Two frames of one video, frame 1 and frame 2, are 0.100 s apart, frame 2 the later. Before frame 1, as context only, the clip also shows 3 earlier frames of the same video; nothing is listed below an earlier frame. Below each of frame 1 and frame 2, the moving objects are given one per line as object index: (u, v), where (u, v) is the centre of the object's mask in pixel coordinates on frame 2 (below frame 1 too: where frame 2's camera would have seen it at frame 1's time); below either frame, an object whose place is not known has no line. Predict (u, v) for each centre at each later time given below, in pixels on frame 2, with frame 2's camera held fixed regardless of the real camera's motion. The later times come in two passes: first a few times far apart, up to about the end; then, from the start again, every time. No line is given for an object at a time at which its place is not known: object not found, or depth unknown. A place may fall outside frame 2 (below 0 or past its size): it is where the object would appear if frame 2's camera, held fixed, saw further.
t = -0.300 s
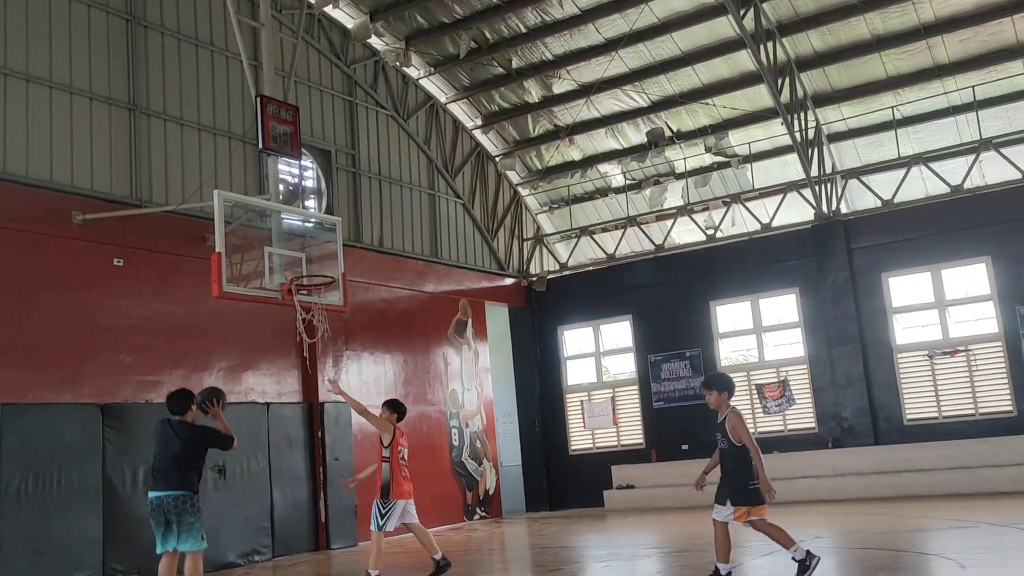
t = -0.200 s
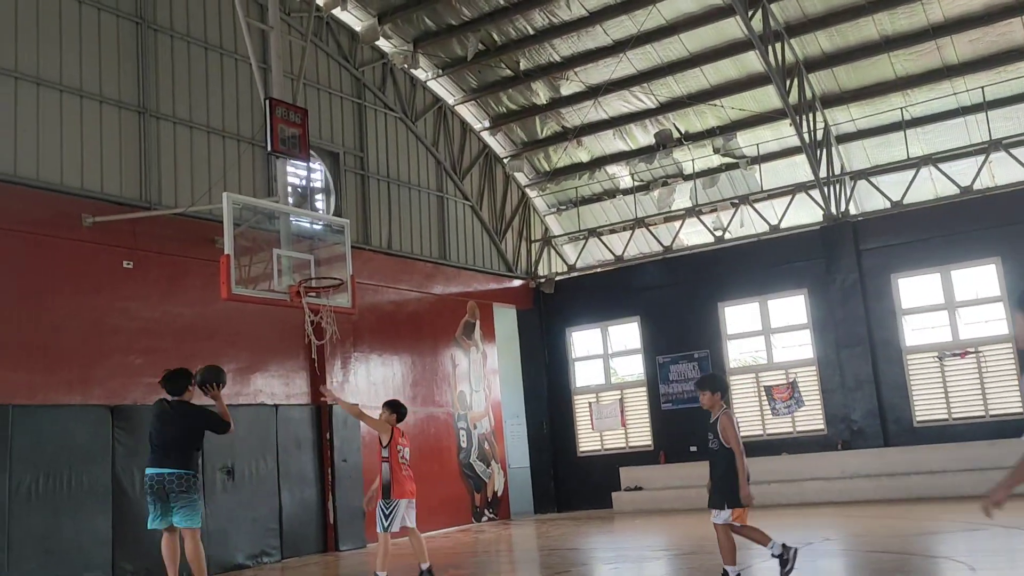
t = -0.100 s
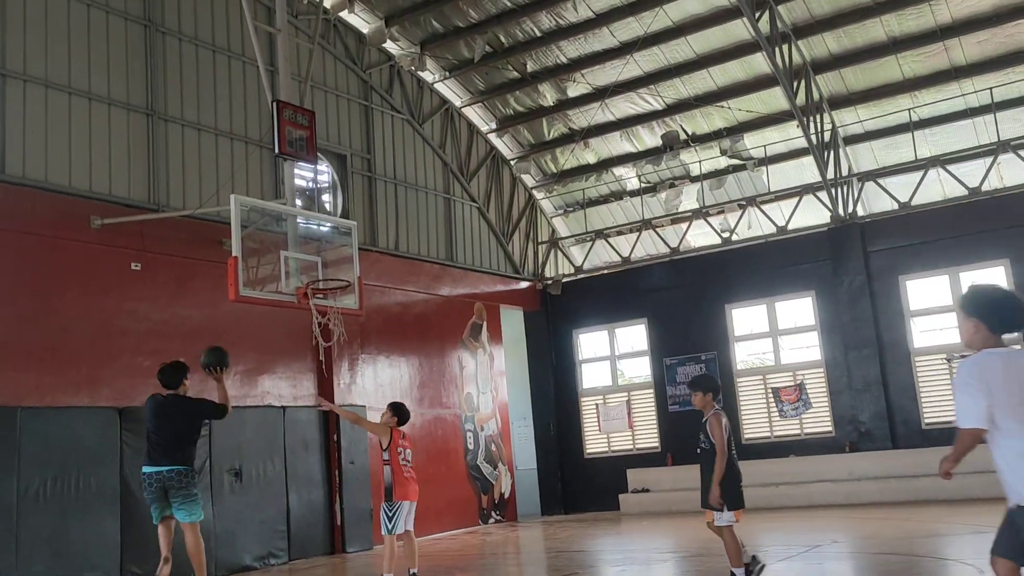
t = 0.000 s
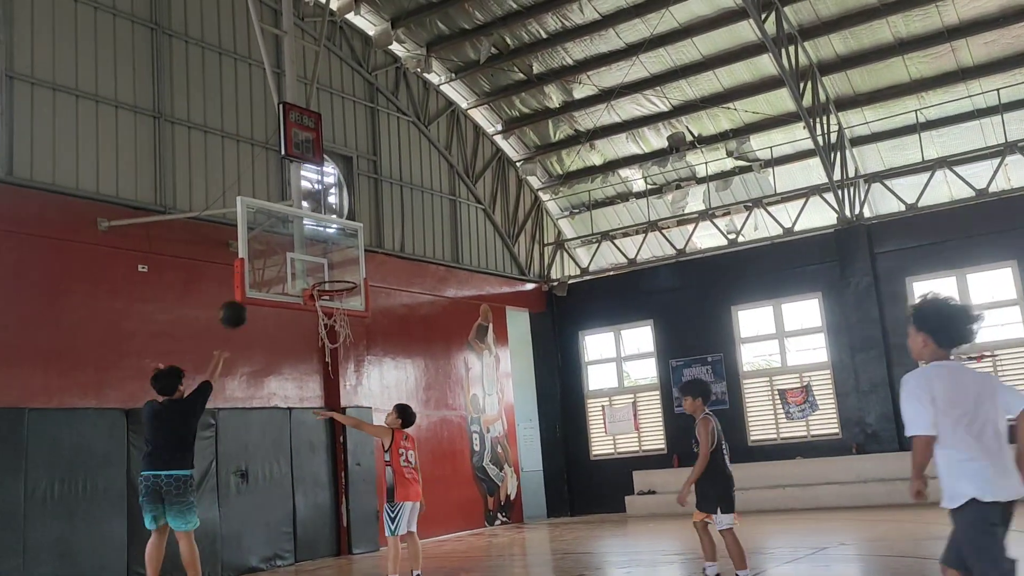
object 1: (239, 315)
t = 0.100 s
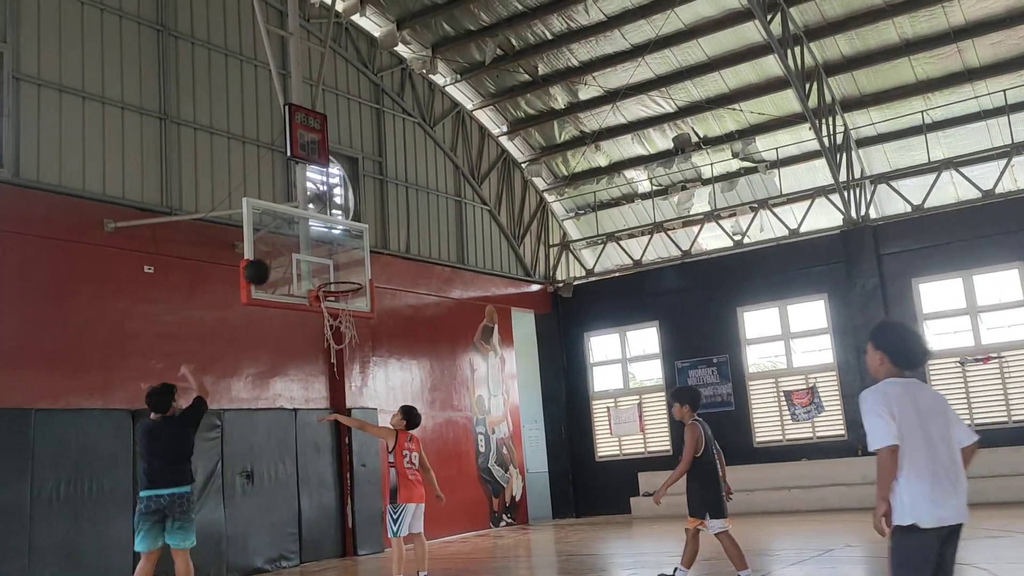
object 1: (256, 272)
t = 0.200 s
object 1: (273, 242)
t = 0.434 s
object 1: (309, 219)
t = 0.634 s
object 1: (339, 239)
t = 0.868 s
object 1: (366, 271)
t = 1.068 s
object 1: (383, 275)
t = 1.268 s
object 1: (401, 312)
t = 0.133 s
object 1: (262, 260)
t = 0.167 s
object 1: (268, 251)
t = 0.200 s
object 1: (273, 242)
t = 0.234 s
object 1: (278, 235)
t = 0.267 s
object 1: (284, 230)
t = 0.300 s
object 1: (289, 225)
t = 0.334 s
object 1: (294, 222)
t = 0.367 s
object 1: (299, 220)
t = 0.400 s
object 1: (304, 219)
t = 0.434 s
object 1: (309, 219)
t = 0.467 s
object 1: (315, 220)
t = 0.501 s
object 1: (320, 222)
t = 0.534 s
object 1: (325, 225)
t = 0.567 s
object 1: (329, 229)
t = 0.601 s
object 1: (334, 234)
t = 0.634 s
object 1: (339, 239)
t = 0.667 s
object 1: (344, 246)
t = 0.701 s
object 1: (349, 254)
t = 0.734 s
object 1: (353, 262)
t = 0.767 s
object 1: (358, 271)
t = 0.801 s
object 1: (361, 276)
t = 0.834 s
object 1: (364, 273)
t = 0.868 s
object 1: (366, 271)
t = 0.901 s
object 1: (369, 269)
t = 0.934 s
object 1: (372, 268)
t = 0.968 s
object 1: (374, 268)
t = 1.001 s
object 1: (377, 270)
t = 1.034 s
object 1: (380, 272)
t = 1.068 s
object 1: (383, 275)
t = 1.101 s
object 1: (385, 279)
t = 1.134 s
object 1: (388, 284)
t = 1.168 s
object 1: (391, 289)
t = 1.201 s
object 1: (395, 296)
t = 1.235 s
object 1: (398, 304)
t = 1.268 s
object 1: (401, 312)
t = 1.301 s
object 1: (404, 321)
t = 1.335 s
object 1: (407, 332)
